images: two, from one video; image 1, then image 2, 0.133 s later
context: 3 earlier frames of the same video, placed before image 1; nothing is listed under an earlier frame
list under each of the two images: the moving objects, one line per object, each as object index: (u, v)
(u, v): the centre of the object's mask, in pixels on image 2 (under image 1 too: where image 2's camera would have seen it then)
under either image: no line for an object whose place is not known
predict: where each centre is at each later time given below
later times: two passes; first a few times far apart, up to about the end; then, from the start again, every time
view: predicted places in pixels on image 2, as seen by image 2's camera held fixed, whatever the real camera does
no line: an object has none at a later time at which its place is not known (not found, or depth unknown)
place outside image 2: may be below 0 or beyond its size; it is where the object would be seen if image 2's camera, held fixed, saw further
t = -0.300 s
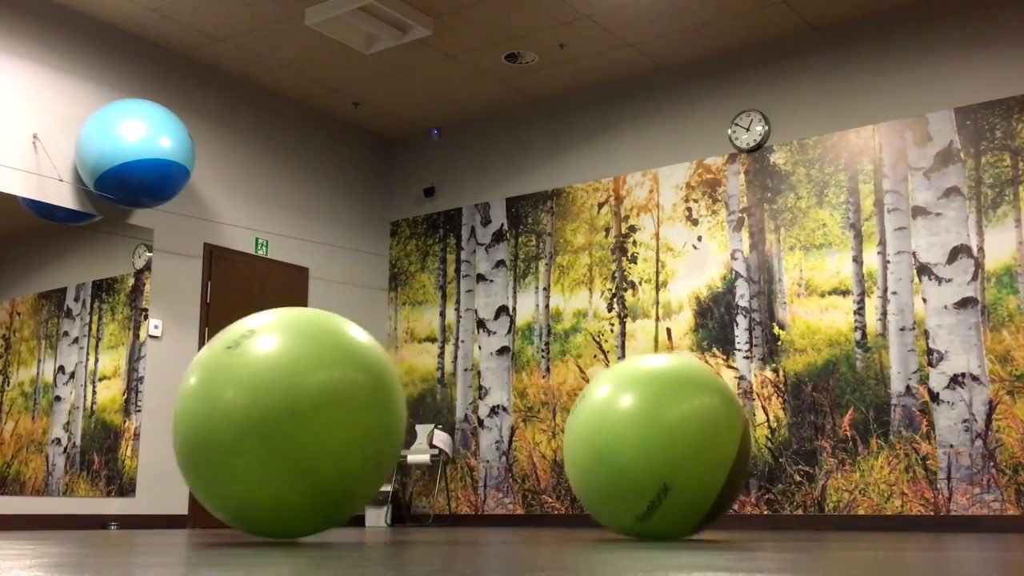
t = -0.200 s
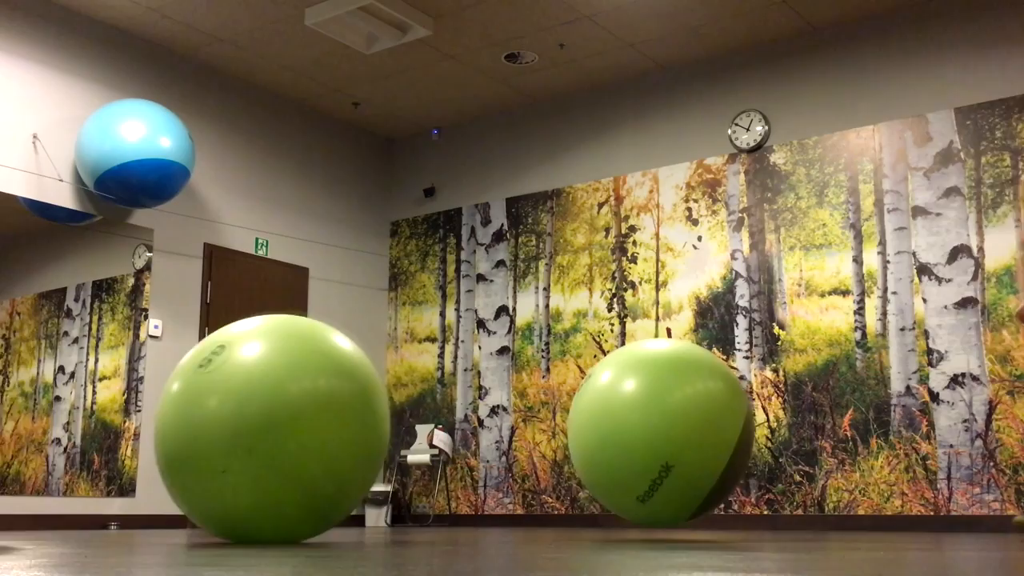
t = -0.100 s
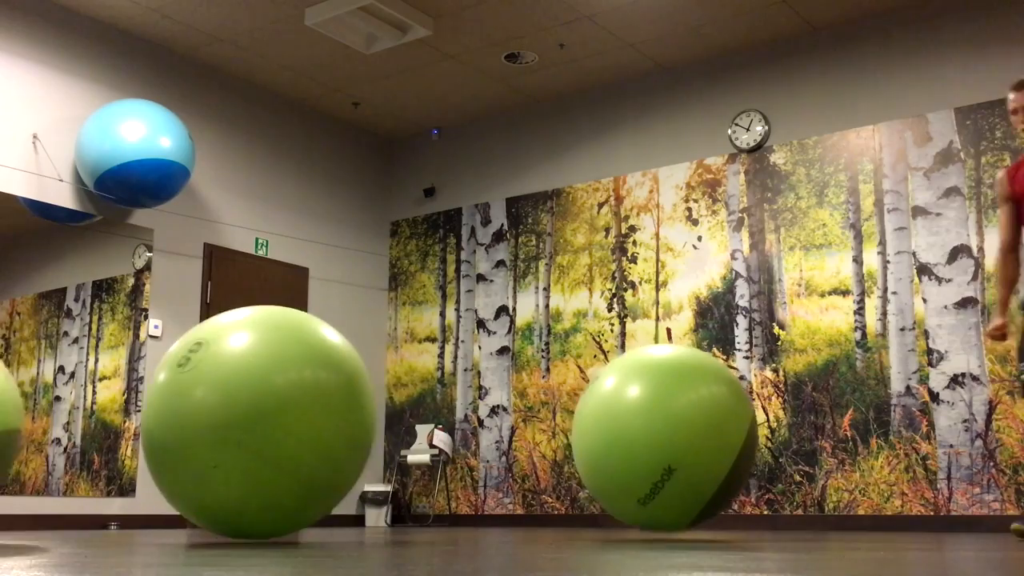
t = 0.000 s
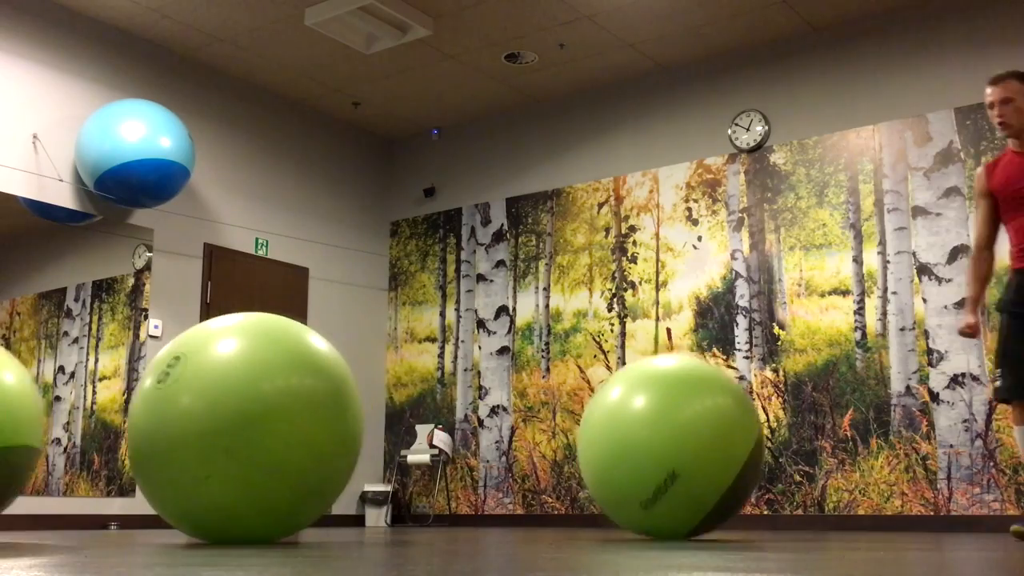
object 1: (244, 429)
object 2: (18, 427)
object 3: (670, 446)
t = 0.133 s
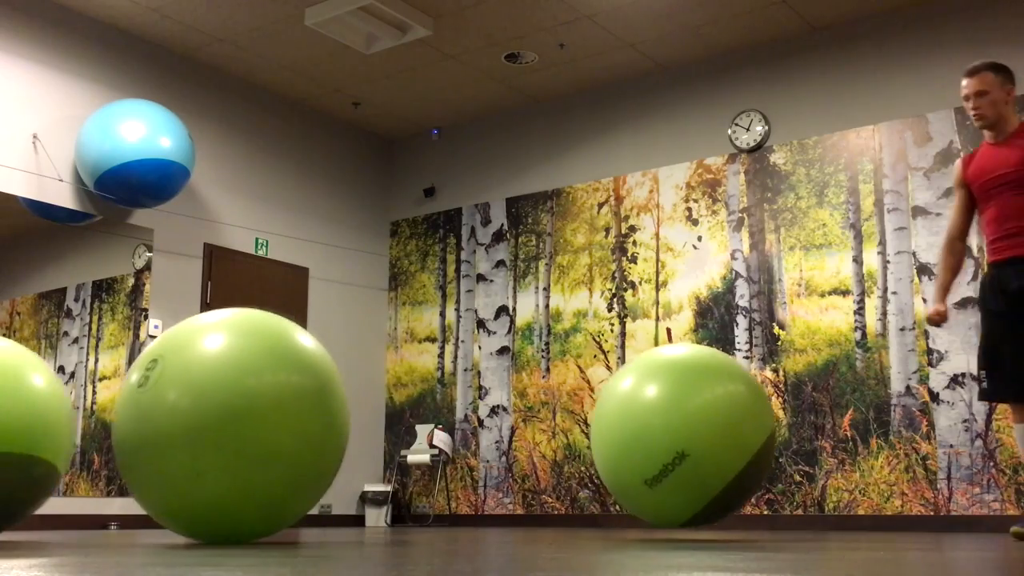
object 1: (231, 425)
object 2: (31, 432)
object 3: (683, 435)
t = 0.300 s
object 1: (217, 426)
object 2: (45, 435)
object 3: (702, 444)
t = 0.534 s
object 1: (203, 430)
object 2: (48, 440)
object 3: (737, 449)
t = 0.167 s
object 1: (227, 429)
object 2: (34, 431)
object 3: (686, 439)
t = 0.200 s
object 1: (225, 427)
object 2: (37, 431)
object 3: (689, 444)
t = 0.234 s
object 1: (222, 425)
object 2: (41, 433)
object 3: (693, 450)
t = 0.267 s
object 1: (219, 424)
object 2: (43, 435)
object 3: (697, 450)
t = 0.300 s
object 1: (217, 426)
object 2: (45, 435)
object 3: (702, 444)
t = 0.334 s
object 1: (214, 428)
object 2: (45, 434)
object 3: (706, 440)
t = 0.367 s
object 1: (213, 428)
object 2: (46, 435)
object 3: (711, 438)
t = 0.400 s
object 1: (210, 426)
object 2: (46, 438)
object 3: (716, 439)
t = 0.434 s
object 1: (208, 425)
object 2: (47, 439)
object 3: (721, 442)
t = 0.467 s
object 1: (206, 426)
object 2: (47, 437)
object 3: (726, 448)
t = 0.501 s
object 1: (204, 429)
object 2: (47, 437)
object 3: (731, 453)
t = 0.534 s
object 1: (203, 430)
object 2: (48, 440)
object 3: (737, 449)
